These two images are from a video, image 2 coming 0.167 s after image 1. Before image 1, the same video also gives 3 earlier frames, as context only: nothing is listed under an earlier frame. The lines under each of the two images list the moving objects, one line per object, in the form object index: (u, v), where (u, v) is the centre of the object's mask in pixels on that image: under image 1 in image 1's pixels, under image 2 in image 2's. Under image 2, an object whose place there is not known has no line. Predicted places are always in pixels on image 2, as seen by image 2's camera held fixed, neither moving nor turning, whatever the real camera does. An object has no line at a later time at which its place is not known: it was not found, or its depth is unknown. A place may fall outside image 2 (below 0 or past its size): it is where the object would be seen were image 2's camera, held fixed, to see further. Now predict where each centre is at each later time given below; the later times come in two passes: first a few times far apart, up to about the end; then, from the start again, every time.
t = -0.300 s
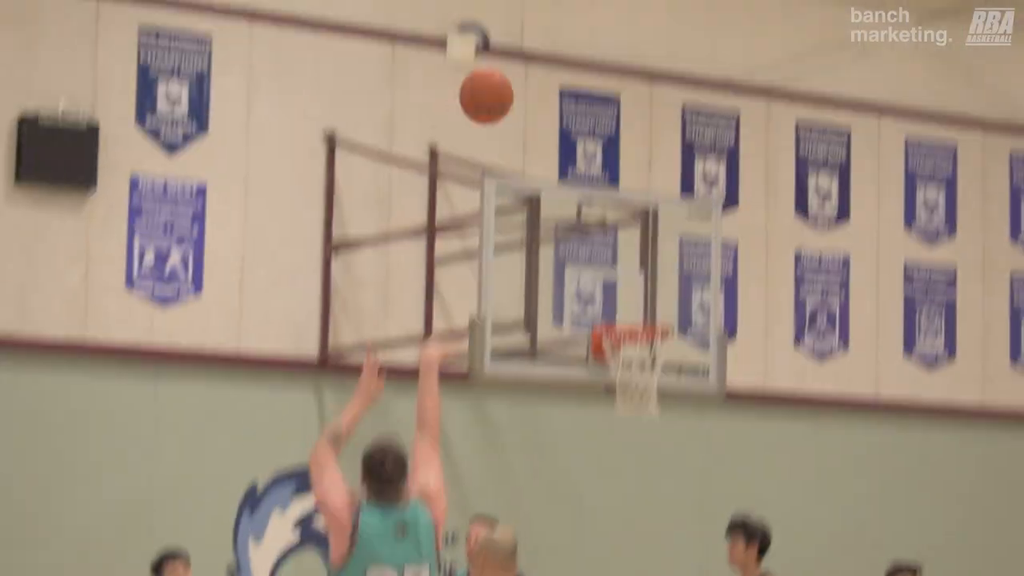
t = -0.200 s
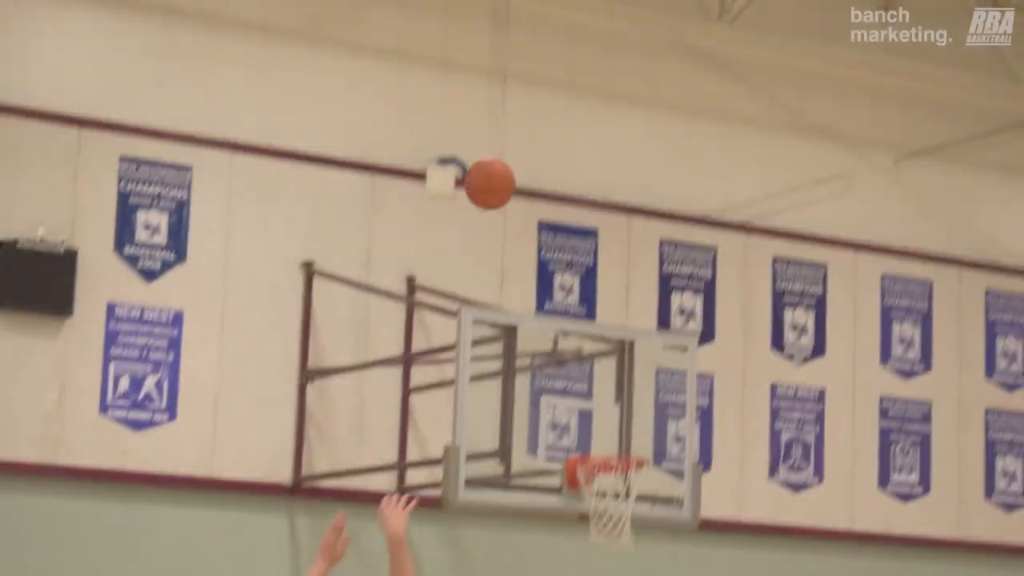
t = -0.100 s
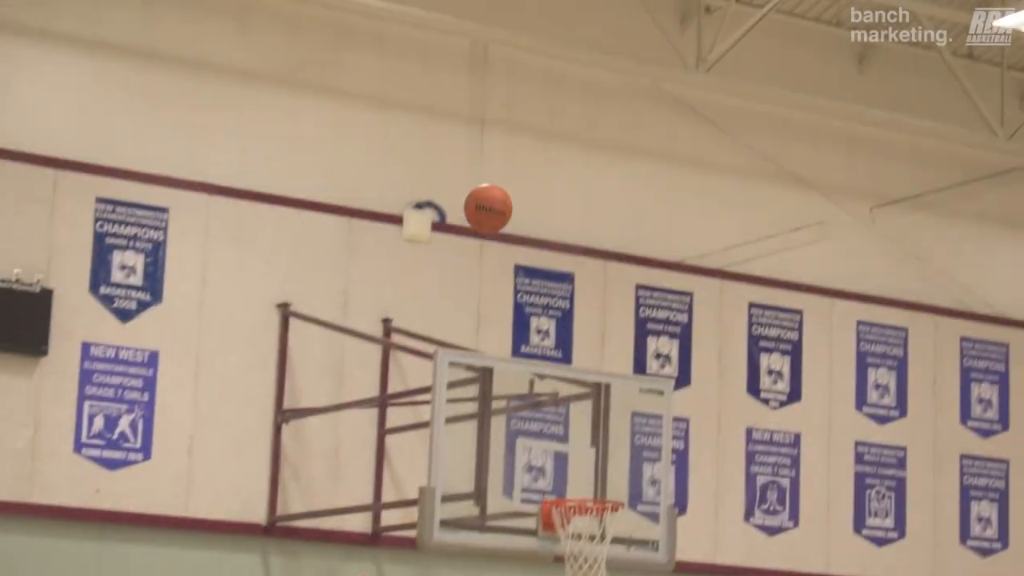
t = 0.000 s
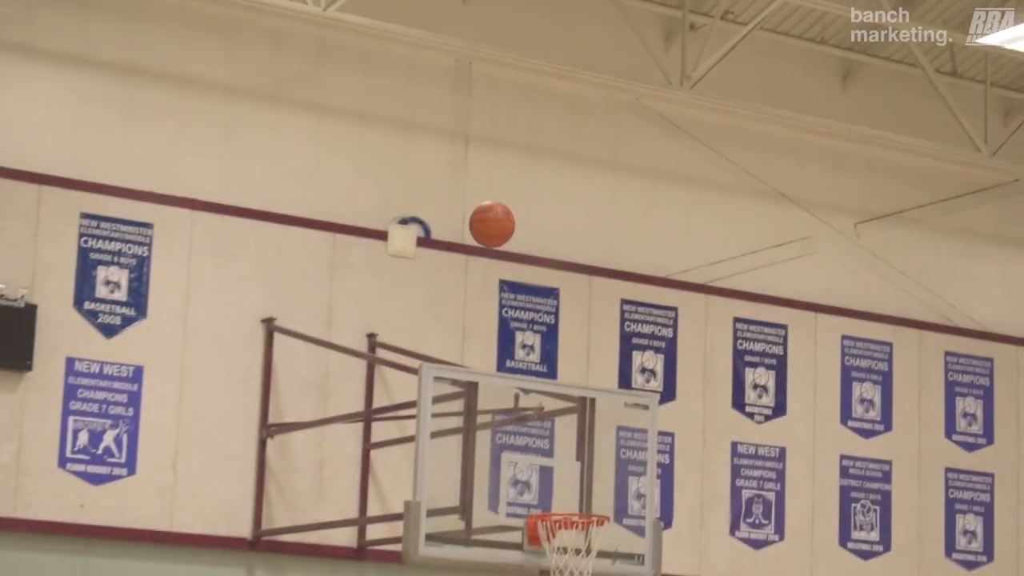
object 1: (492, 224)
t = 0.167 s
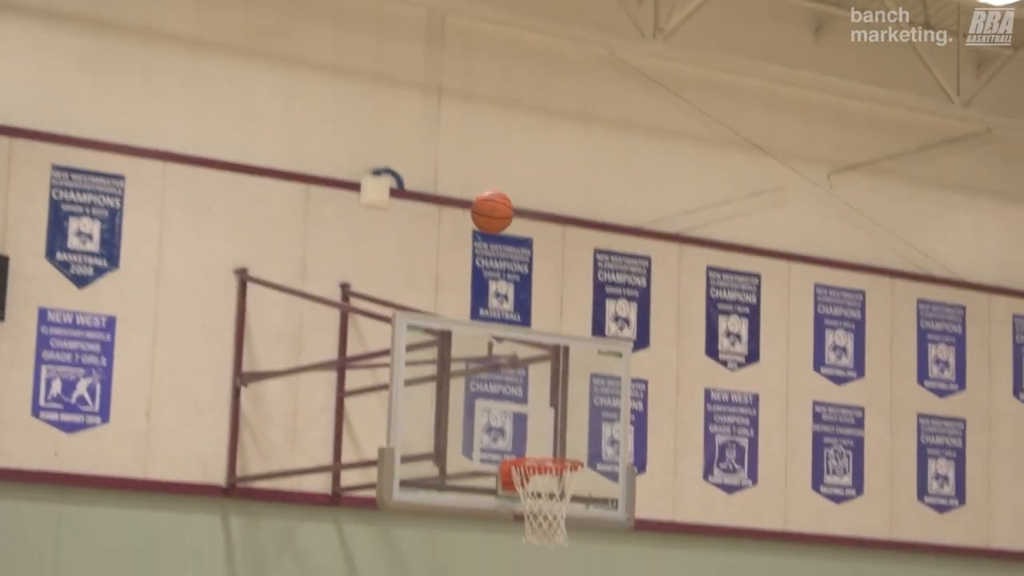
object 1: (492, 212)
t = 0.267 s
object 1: (506, 252)
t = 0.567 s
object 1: (542, 443)
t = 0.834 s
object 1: (574, 499)
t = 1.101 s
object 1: (574, 502)
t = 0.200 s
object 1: (497, 224)
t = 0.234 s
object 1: (501, 237)
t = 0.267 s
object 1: (506, 252)
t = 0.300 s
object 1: (511, 269)
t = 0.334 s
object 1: (515, 286)
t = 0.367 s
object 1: (519, 304)
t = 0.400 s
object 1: (524, 324)
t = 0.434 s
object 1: (527, 346)
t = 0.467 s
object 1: (531, 369)
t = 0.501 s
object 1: (535, 393)
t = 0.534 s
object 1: (538, 419)
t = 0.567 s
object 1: (542, 443)
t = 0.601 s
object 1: (546, 460)
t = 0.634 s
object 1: (554, 462)
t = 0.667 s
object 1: (543, 467)
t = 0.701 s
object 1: (534, 474)
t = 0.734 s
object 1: (545, 482)
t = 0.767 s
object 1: (558, 493)
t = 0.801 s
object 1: (568, 499)
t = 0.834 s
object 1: (574, 499)
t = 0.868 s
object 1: (577, 496)
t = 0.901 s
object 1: (578, 493)
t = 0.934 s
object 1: (580, 491)
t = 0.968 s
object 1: (580, 491)
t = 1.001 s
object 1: (578, 490)
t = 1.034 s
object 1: (578, 493)
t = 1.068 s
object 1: (577, 496)
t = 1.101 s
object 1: (574, 502)
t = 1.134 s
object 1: (572, 508)
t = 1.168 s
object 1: (570, 517)
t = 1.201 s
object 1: (567, 528)
